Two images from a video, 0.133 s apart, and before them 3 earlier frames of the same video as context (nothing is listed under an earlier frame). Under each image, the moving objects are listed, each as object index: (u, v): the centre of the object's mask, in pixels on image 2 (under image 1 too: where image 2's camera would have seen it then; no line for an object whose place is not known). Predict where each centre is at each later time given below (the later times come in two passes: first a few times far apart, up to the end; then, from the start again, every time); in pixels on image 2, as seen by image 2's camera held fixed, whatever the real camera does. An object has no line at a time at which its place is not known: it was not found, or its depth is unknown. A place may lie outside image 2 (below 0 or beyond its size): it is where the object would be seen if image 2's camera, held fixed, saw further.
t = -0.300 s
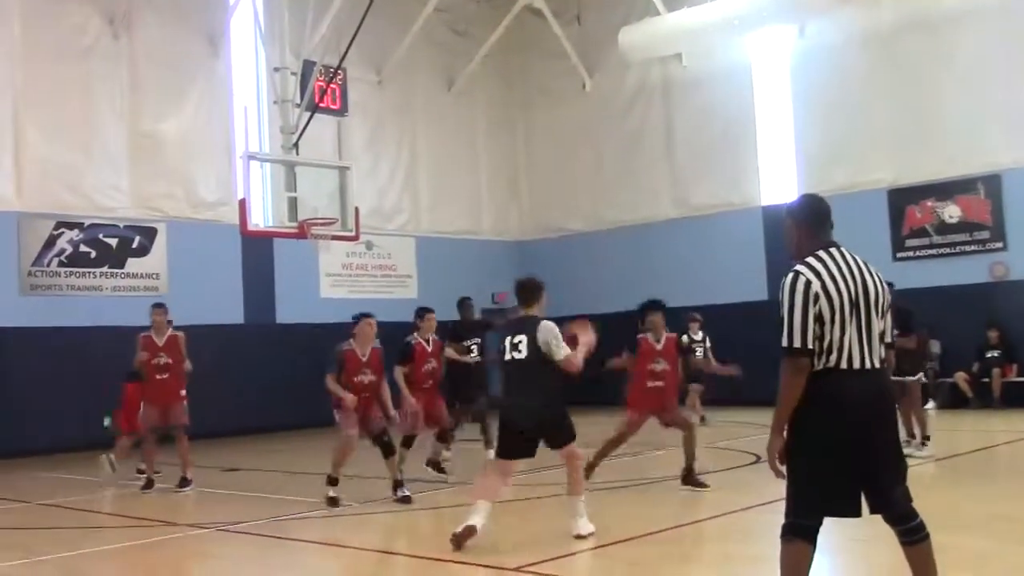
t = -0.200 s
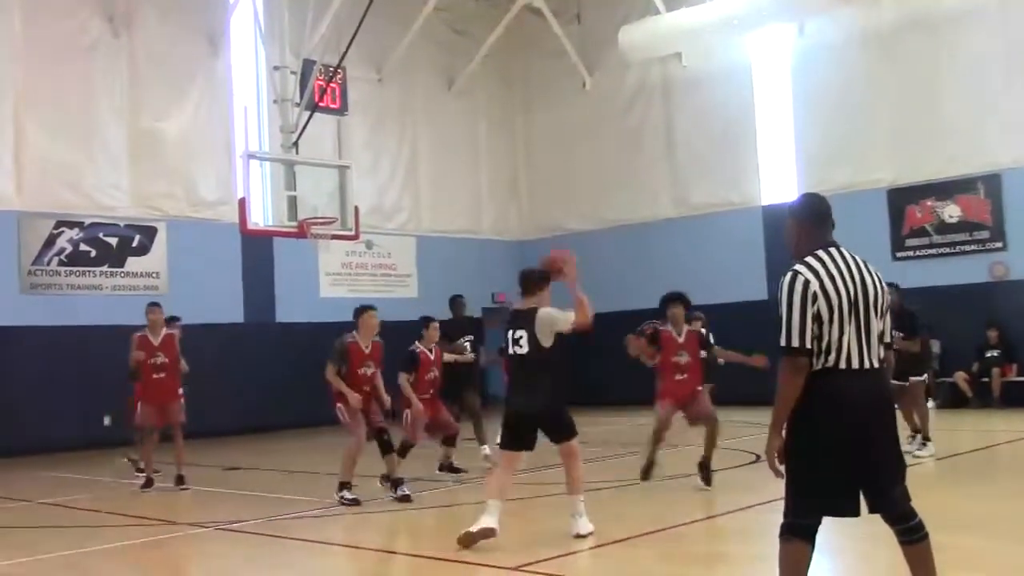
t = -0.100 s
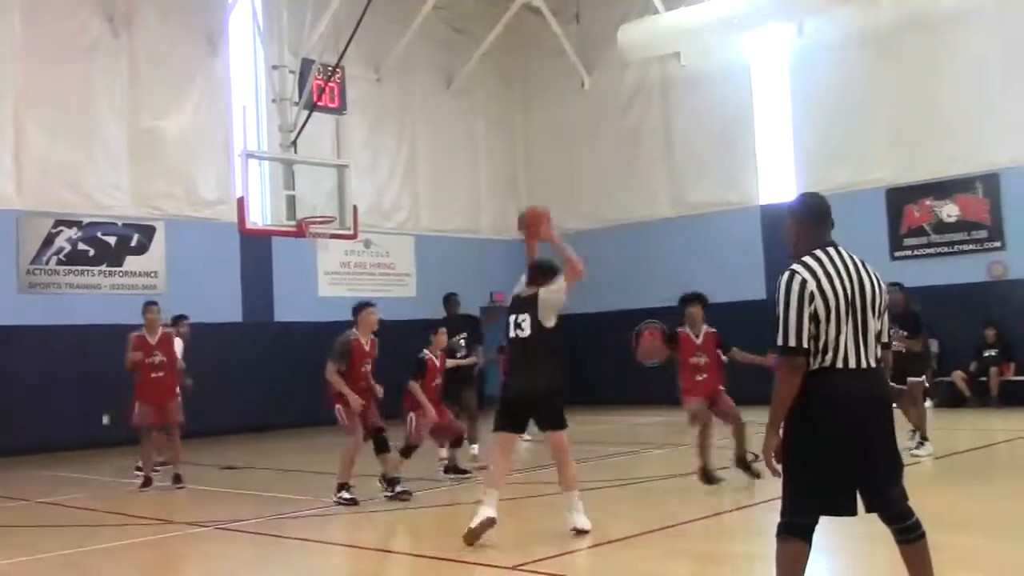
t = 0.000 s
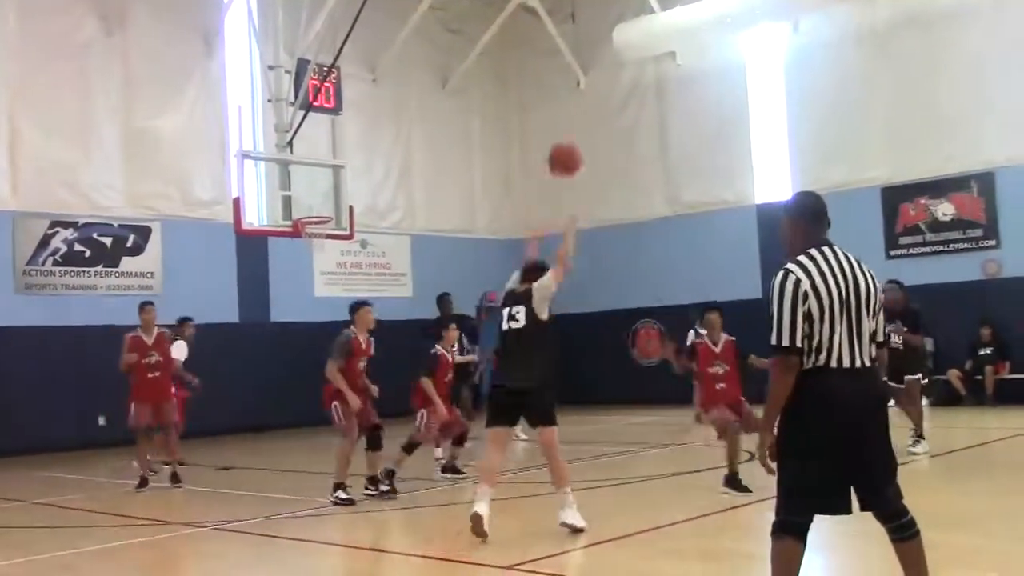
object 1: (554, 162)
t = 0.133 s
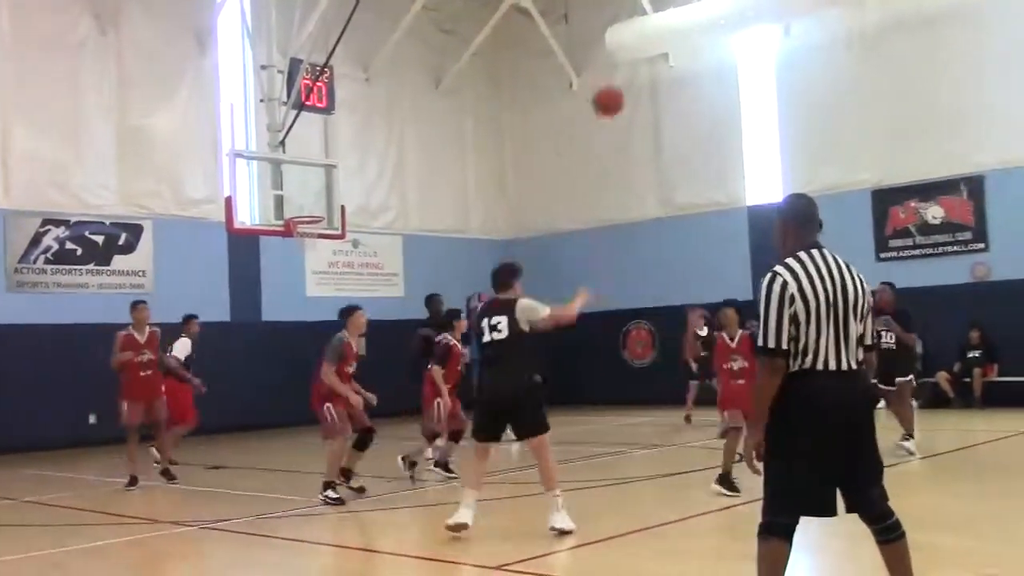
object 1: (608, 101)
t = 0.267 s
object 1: (654, 71)
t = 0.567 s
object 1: (738, 86)
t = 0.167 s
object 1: (620, 90)
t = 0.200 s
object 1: (632, 83)
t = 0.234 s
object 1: (643, 76)
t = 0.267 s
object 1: (654, 71)
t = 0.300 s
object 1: (664, 67)
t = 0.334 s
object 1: (675, 65)
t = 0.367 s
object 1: (685, 64)
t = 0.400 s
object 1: (695, 65)
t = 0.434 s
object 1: (704, 66)
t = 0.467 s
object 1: (713, 69)
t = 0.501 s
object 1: (722, 74)
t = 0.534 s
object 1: (731, 79)
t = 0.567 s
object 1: (738, 86)
